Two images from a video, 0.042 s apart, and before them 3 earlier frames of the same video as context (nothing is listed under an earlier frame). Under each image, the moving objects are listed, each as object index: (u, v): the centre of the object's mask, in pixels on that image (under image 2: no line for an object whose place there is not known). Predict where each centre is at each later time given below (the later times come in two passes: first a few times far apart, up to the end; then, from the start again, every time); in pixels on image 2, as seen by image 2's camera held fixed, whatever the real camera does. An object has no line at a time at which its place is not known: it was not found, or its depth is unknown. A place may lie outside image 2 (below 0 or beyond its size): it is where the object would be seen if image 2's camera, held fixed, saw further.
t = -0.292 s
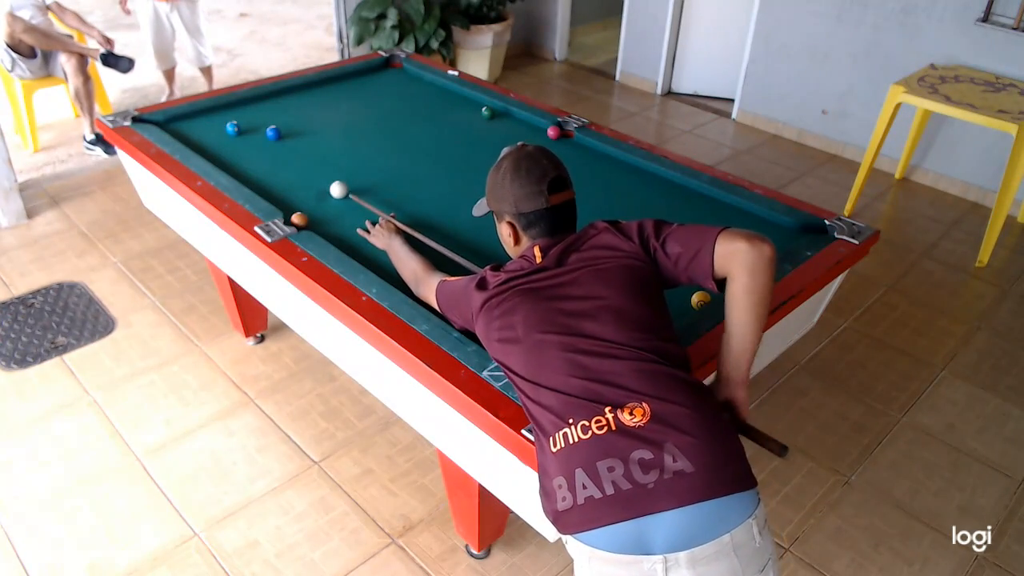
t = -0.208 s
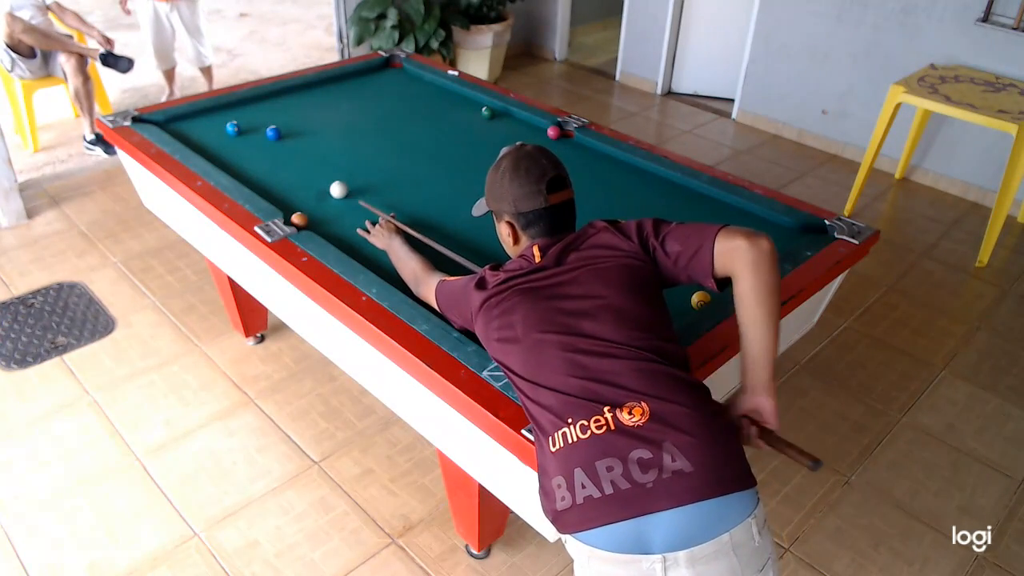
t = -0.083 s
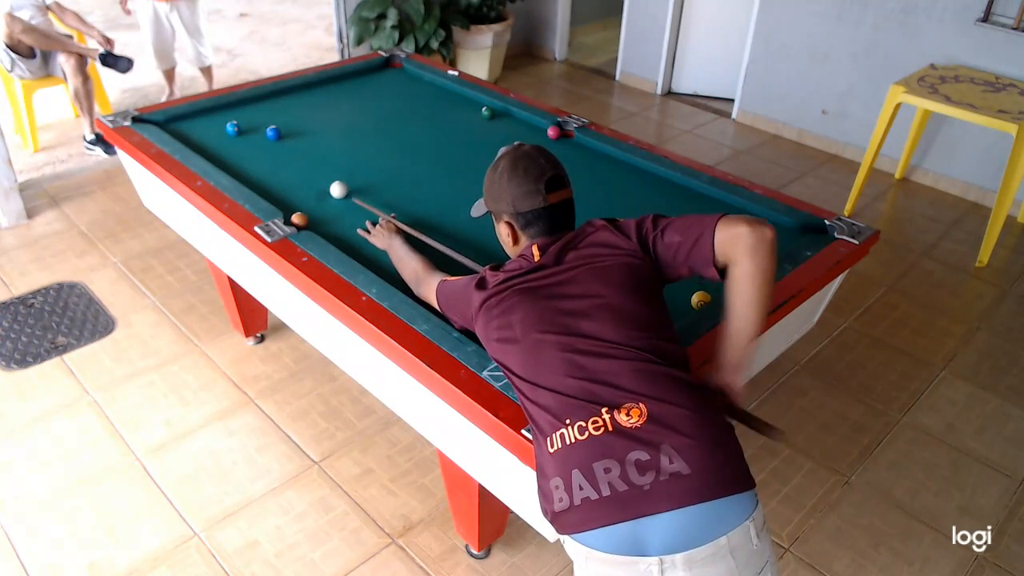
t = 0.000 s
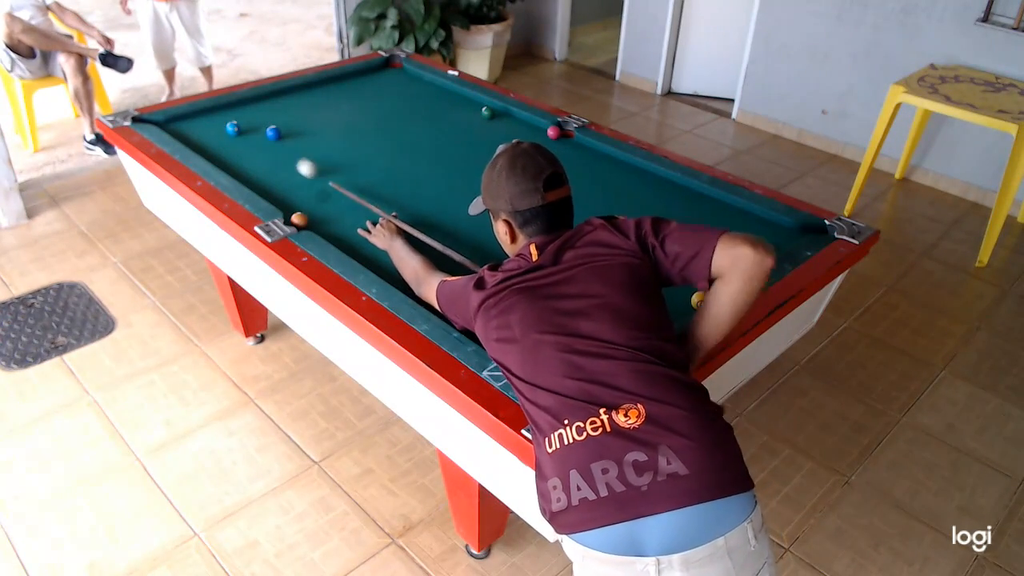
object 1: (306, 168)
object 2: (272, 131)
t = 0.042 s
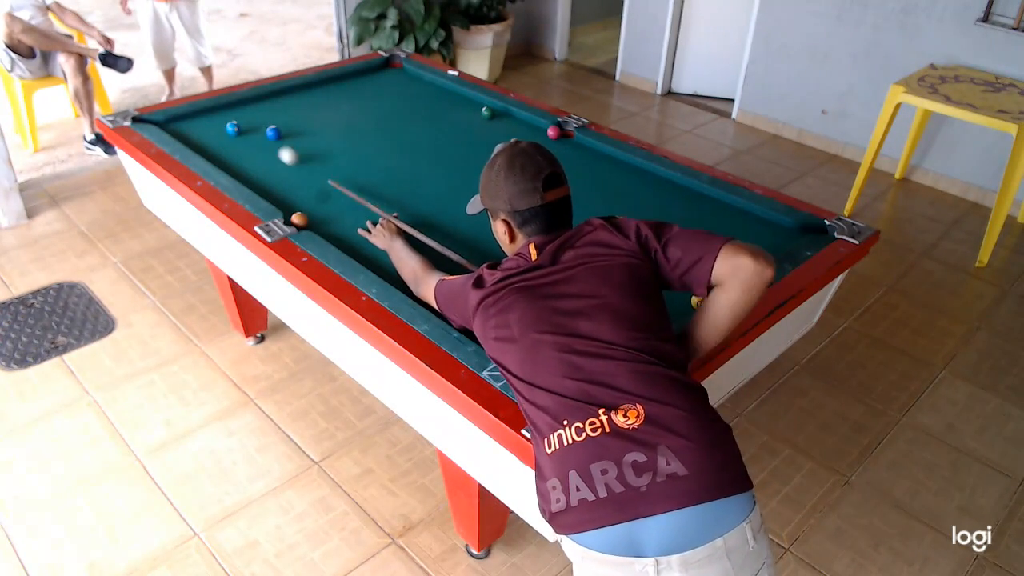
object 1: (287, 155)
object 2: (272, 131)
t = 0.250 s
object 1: (248, 116)
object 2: (283, 128)
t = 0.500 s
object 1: (273, 102)
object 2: (298, 123)
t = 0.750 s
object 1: (329, 106)
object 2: (312, 118)
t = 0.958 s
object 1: (374, 109)
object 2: (322, 113)
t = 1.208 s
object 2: (332, 109)
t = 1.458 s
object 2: (341, 106)
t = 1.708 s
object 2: (348, 103)
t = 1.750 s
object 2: (349, 102)
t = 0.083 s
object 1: (271, 144)
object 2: (272, 130)
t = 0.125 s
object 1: (255, 134)
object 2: (274, 131)
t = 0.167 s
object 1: (247, 126)
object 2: (276, 130)
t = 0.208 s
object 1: (247, 121)
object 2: (280, 130)
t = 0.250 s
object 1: (248, 116)
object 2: (283, 128)
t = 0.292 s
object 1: (248, 111)
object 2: (285, 127)
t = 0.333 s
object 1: (248, 107)
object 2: (288, 126)
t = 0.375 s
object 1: (248, 102)
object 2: (290, 125)
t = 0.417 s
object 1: (253, 100)
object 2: (293, 124)
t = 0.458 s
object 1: (263, 101)
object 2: (296, 124)
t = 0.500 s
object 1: (273, 102)
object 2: (298, 123)
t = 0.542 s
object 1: (282, 103)
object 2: (301, 122)
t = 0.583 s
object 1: (291, 103)
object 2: (303, 120)
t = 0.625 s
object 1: (301, 104)
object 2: (305, 120)
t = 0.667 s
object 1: (310, 105)
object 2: (308, 119)
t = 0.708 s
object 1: (319, 105)
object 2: (310, 118)
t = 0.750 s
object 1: (329, 106)
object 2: (312, 118)
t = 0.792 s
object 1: (338, 106)
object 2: (314, 117)
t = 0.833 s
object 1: (347, 107)
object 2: (316, 116)
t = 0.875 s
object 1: (356, 108)
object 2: (318, 115)
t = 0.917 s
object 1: (365, 108)
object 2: (320, 114)
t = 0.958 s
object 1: (374, 109)
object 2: (322, 113)
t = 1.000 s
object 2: (324, 113)
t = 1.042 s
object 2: (326, 112)
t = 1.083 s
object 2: (327, 112)
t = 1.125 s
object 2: (329, 111)
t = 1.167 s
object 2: (331, 110)
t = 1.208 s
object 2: (332, 109)
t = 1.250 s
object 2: (334, 109)
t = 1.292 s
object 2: (335, 108)
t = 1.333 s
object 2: (337, 108)
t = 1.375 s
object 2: (338, 107)
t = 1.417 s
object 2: (340, 106)
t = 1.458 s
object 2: (341, 106)
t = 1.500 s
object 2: (342, 105)
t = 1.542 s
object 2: (344, 105)
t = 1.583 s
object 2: (345, 105)
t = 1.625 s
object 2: (346, 104)
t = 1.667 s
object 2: (347, 103)
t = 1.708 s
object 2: (348, 103)
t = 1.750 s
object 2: (349, 102)
